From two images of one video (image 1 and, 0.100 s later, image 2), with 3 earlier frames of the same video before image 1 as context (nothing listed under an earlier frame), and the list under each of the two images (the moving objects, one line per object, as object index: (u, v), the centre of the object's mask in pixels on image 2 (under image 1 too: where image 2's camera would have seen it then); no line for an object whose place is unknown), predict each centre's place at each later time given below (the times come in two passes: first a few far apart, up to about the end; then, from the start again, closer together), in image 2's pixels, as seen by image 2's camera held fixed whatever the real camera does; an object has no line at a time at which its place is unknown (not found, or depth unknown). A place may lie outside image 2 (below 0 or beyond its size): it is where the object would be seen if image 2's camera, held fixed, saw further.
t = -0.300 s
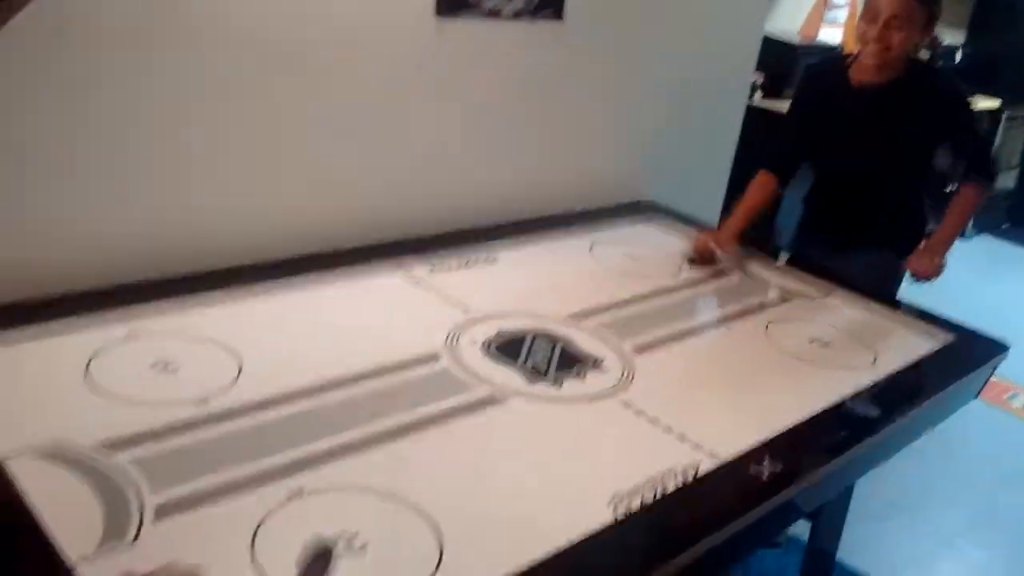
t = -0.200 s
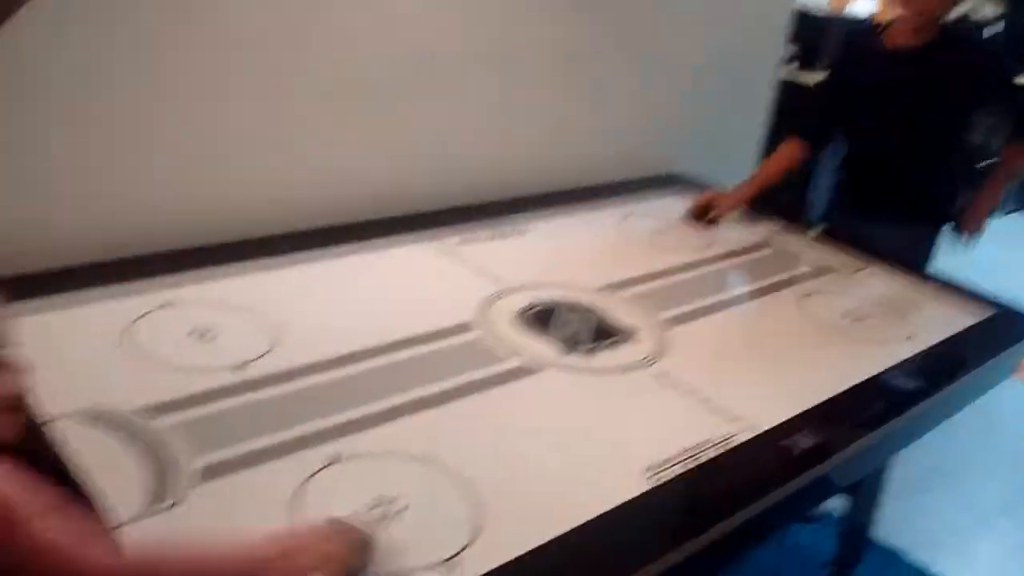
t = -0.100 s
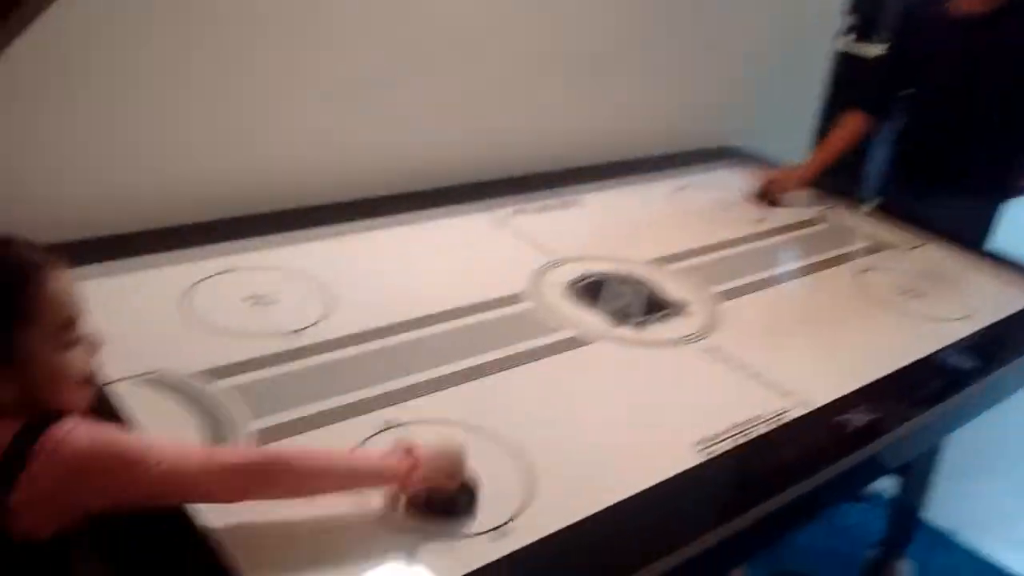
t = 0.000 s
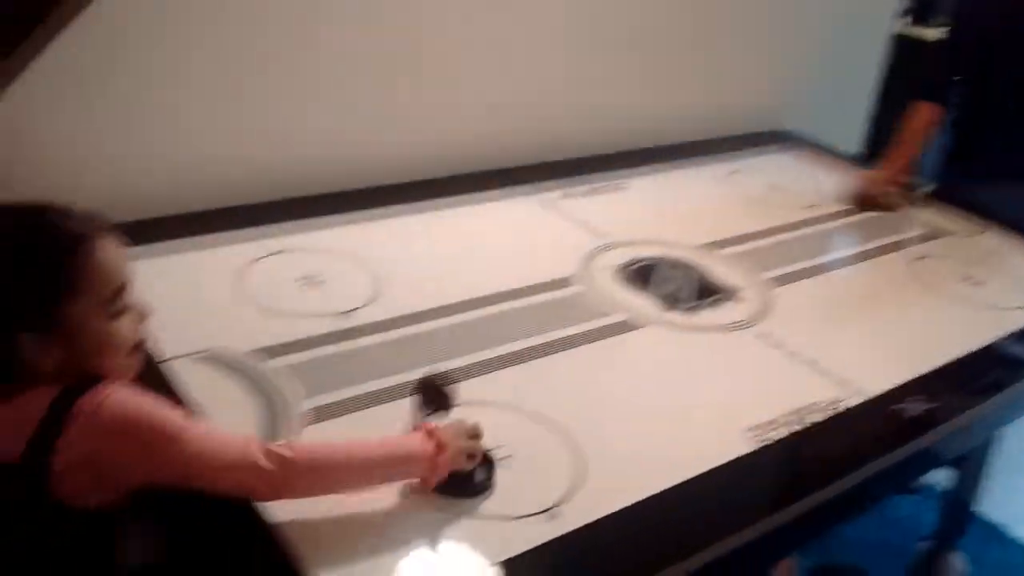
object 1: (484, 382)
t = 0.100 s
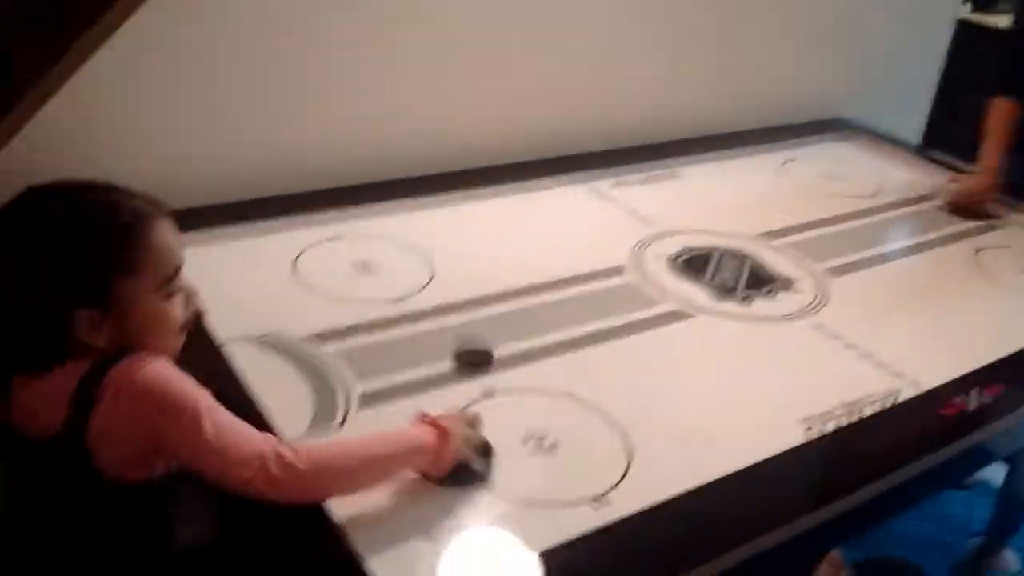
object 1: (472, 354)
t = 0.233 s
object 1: (468, 322)
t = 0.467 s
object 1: (469, 288)
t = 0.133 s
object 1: (471, 342)
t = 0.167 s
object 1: (470, 333)
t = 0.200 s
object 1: (468, 325)
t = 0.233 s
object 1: (468, 322)
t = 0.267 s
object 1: (465, 318)
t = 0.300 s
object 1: (467, 304)
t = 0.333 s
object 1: (467, 299)
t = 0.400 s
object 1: (467, 299)
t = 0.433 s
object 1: (468, 292)
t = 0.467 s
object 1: (469, 288)
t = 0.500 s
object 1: (470, 288)
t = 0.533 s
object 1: (471, 291)
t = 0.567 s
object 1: (472, 287)
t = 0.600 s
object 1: (474, 286)
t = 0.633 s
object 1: (476, 288)
